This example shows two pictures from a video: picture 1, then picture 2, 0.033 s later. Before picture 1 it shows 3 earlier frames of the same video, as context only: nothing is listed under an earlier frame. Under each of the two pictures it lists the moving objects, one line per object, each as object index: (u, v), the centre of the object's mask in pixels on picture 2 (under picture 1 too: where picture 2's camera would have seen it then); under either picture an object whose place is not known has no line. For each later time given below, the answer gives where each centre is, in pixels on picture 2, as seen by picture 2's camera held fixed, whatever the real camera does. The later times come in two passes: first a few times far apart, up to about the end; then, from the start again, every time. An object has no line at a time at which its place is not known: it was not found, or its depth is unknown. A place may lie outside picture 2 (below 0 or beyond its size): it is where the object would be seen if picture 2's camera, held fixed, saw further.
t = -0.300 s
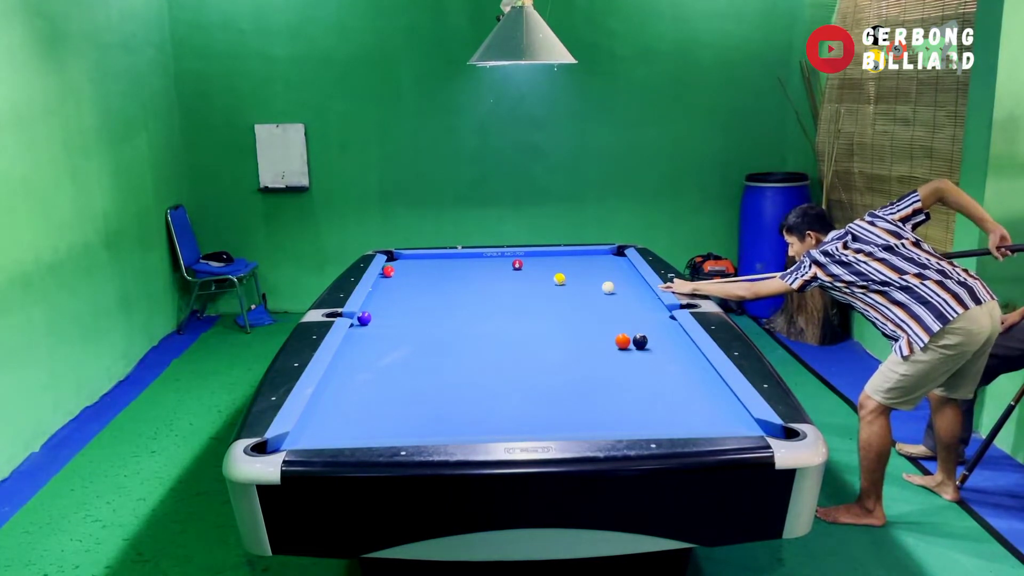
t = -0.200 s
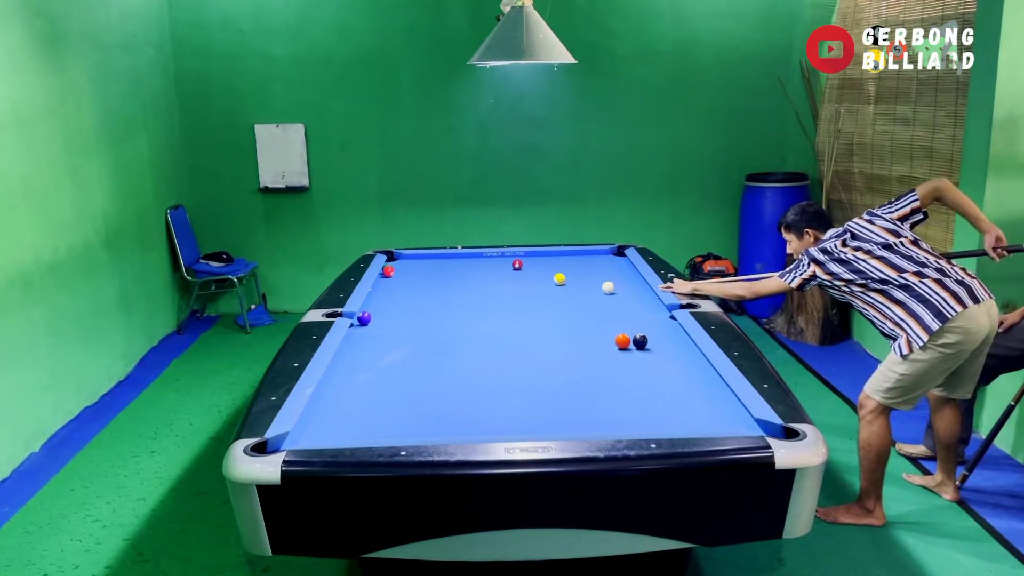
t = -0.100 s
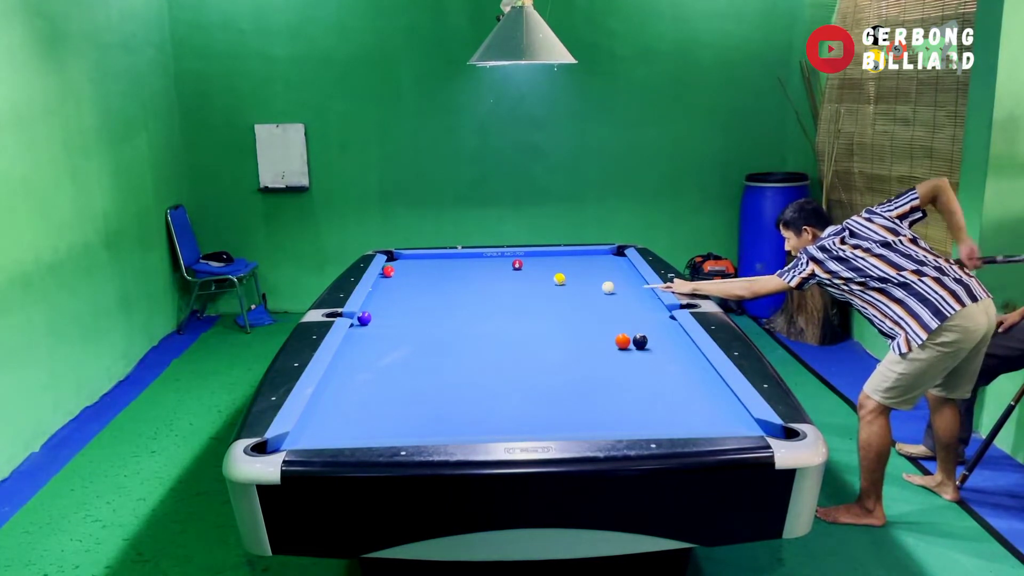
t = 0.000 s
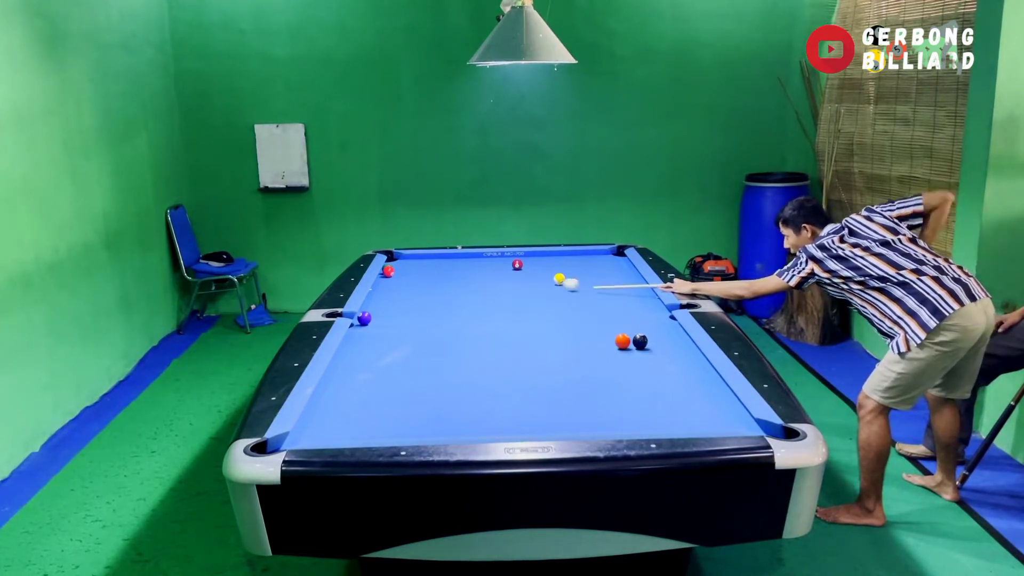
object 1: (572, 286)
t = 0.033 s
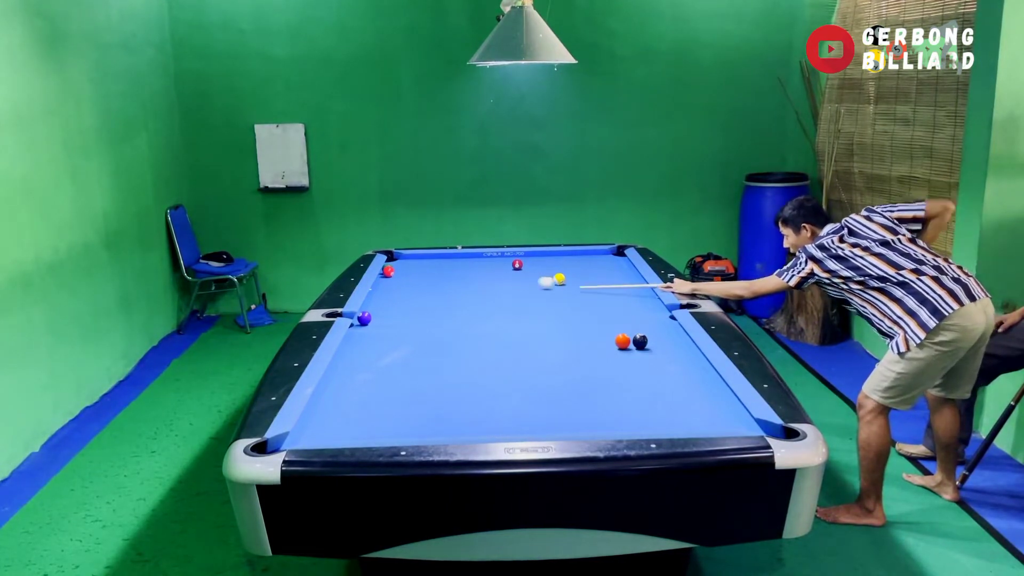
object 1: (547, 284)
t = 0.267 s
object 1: (403, 274)
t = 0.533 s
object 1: (402, 278)
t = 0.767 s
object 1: (425, 281)
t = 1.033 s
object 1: (449, 285)
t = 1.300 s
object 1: (474, 289)
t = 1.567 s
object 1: (497, 293)
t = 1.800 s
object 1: (518, 296)
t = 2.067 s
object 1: (542, 299)
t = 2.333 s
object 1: (564, 303)
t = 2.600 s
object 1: (587, 306)
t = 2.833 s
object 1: (605, 309)
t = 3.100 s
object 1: (626, 312)
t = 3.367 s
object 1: (646, 315)
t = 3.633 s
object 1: (665, 318)
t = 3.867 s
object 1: (663, 320)
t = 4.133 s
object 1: (656, 322)
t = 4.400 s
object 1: (650, 323)
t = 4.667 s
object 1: (645, 324)
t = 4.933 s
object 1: (642, 325)
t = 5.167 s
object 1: (639, 325)
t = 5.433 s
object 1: (637, 325)
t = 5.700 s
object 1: (637, 325)
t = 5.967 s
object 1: (637, 326)
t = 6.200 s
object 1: (637, 326)
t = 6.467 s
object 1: (637, 326)
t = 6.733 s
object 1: (637, 326)
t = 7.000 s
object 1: (637, 325)
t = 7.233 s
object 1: (637, 325)
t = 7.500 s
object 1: (637, 325)
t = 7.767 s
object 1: (637, 326)
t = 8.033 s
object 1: (637, 326)
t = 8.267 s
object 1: (637, 326)
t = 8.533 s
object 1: (637, 326)
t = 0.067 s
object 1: (522, 281)
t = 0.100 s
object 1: (500, 280)
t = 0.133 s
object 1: (478, 279)
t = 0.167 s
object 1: (458, 277)
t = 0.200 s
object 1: (439, 276)
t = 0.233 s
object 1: (420, 275)
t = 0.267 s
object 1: (403, 274)
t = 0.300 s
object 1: (393, 274)
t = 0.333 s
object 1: (386, 275)
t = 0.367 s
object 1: (384, 276)
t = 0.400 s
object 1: (389, 276)
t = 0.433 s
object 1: (393, 277)
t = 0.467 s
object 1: (396, 278)
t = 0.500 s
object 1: (399, 278)
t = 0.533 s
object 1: (402, 278)
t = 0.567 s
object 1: (406, 279)
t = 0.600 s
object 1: (409, 279)
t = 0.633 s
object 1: (412, 280)
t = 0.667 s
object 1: (415, 280)
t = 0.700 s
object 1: (418, 281)
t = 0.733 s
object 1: (421, 281)
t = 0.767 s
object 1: (425, 281)
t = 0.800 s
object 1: (428, 282)
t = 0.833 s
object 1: (431, 283)
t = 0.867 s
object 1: (434, 283)
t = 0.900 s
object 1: (437, 284)
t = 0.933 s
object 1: (440, 284)
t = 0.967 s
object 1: (443, 284)
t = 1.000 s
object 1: (446, 285)
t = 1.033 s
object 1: (449, 285)
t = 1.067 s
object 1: (452, 286)
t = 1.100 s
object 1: (455, 286)
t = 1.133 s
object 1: (458, 286)
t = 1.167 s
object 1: (461, 287)
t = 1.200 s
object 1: (464, 287)
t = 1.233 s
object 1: (468, 288)
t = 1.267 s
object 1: (471, 288)
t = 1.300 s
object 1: (474, 289)
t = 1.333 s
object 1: (477, 289)
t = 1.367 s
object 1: (480, 290)
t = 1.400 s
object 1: (482, 290)
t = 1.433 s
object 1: (486, 291)
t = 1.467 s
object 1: (488, 291)
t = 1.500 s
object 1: (492, 292)
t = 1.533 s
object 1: (494, 292)
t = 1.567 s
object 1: (497, 293)
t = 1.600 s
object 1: (501, 293)
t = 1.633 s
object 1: (503, 293)
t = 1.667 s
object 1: (507, 294)
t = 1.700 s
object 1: (509, 294)
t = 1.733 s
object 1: (512, 295)
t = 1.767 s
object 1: (515, 295)
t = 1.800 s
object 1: (518, 296)
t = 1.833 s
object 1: (521, 296)
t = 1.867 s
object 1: (524, 297)
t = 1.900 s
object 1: (527, 297)
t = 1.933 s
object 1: (530, 298)
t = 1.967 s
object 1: (533, 298)
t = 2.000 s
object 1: (536, 298)
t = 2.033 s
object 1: (539, 299)
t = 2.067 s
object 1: (542, 299)
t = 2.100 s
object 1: (544, 300)
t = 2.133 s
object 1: (547, 300)
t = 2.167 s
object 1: (550, 301)
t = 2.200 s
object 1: (553, 301)
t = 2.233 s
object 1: (556, 302)
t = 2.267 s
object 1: (559, 302)
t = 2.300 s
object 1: (561, 302)
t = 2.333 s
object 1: (564, 303)
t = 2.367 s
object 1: (567, 303)
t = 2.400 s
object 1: (570, 304)
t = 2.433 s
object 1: (573, 304)
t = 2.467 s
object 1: (576, 305)
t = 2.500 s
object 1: (578, 305)
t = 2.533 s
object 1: (581, 305)
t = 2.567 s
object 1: (584, 306)
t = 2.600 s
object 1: (587, 306)
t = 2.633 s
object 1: (590, 307)
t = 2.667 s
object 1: (592, 307)
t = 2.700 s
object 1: (595, 307)
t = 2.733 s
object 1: (597, 308)
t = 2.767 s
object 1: (600, 308)
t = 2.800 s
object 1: (603, 308)
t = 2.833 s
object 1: (605, 309)
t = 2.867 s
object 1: (608, 309)
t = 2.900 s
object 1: (611, 310)
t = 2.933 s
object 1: (613, 310)
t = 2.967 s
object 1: (616, 311)
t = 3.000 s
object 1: (619, 311)
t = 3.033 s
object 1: (621, 311)
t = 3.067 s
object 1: (624, 312)
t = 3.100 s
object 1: (626, 312)
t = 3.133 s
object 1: (629, 313)
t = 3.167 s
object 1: (632, 313)
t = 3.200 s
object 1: (634, 313)
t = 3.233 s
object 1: (637, 314)
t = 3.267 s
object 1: (639, 314)
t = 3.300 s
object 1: (641, 315)
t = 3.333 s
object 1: (644, 315)
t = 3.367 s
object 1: (646, 315)
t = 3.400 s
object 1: (649, 316)
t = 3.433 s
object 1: (651, 316)
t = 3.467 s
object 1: (653, 316)
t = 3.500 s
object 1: (655, 317)
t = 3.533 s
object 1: (658, 317)
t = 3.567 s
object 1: (660, 317)
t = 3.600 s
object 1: (663, 318)
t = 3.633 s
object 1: (665, 318)
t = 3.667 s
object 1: (667, 319)
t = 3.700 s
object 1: (667, 319)
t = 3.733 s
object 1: (666, 319)
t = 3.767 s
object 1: (665, 319)
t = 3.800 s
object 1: (664, 319)
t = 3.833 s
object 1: (663, 320)
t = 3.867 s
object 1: (663, 320)
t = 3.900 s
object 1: (662, 320)
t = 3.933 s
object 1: (661, 320)
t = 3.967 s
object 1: (660, 321)
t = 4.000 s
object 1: (659, 321)
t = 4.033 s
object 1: (658, 321)
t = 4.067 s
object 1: (658, 321)
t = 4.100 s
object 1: (657, 321)
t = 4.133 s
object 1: (656, 322)
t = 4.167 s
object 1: (655, 322)
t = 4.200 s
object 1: (655, 322)
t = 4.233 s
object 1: (654, 322)
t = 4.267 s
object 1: (653, 322)
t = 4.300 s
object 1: (653, 322)
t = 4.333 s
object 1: (652, 323)
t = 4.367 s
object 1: (651, 323)
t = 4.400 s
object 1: (650, 323)
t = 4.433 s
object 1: (650, 323)
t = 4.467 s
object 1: (649, 323)
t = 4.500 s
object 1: (649, 323)
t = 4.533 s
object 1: (648, 323)
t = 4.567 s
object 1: (647, 324)
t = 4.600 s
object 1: (647, 324)
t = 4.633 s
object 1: (646, 324)
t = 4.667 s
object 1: (645, 324)
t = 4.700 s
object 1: (645, 324)
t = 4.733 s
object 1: (644, 324)
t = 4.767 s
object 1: (644, 324)
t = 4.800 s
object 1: (644, 324)
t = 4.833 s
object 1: (643, 324)
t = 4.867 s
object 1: (643, 325)
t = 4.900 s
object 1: (642, 325)
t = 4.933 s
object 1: (642, 325)
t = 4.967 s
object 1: (641, 325)
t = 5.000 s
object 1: (641, 325)
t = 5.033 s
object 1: (640, 325)
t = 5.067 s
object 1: (640, 325)
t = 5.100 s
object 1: (640, 325)
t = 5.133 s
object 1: (640, 325)
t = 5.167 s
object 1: (639, 325)
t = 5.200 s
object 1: (639, 325)
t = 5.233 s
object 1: (638, 325)
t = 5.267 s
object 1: (638, 325)
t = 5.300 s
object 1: (638, 325)
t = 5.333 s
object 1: (638, 325)
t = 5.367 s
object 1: (638, 325)
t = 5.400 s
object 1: (637, 325)
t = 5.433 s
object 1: (637, 325)
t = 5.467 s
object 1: (637, 325)
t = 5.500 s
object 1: (637, 325)
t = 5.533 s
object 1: (637, 325)
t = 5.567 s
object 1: (637, 325)
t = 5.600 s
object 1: (637, 325)
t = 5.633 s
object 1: (637, 325)
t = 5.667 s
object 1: (637, 325)
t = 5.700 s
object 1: (637, 325)
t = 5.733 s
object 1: (637, 325)
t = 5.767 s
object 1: (637, 326)
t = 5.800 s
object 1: (637, 326)
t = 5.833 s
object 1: (637, 326)
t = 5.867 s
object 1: (637, 326)
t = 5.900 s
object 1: (637, 326)
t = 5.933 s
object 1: (637, 326)
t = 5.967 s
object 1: (637, 326)
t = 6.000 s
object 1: (637, 326)
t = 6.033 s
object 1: (637, 326)
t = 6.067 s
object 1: (637, 326)
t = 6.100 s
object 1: (637, 326)
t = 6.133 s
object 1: (637, 326)
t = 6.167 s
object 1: (637, 326)
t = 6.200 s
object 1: (637, 326)
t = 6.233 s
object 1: (637, 325)
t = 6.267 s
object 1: (637, 325)
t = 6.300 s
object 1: (637, 325)
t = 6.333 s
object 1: (637, 325)
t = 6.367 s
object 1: (637, 325)
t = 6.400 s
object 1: (637, 326)
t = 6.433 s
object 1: (637, 325)
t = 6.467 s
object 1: (637, 326)
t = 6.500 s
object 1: (637, 326)
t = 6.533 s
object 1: (637, 325)
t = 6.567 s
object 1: (637, 325)
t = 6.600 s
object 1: (637, 325)
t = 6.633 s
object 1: (637, 326)
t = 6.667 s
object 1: (637, 326)
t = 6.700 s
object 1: (637, 325)
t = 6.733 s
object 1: (637, 326)
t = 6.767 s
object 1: (637, 325)
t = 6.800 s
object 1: (637, 326)
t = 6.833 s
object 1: (637, 326)
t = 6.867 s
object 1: (637, 325)
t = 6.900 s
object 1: (637, 326)
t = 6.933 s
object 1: (637, 325)
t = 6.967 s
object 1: (637, 325)
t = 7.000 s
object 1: (637, 325)
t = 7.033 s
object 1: (637, 325)
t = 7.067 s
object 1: (637, 325)
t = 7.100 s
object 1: (637, 325)
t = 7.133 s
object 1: (637, 325)
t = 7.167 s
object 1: (637, 325)
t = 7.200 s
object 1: (637, 325)
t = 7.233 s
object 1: (637, 325)
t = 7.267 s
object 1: (637, 325)
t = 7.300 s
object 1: (637, 325)
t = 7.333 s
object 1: (637, 325)
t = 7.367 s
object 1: (637, 325)
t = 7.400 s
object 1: (637, 325)
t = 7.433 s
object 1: (637, 325)
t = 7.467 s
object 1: (637, 325)
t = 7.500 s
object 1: (637, 325)
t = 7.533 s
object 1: (637, 326)
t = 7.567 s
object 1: (637, 326)
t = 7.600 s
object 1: (637, 326)
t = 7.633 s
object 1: (637, 326)
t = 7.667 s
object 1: (637, 326)
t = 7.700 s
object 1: (637, 326)
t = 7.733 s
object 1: (637, 326)
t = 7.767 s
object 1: (637, 326)
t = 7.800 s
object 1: (637, 326)
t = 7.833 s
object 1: (637, 326)
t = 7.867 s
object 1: (637, 326)
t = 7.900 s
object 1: (637, 326)
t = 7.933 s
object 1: (637, 326)
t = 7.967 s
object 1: (637, 326)
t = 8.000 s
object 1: (637, 326)
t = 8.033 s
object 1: (637, 326)
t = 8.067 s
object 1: (637, 326)
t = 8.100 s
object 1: (637, 326)
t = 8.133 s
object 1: (637, 326)
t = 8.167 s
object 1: (637, 326)
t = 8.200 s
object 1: (637, 326)
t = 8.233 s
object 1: (637, 326)
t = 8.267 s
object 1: (637, 326)
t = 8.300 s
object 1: (637, 326)
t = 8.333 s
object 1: (637, 326)
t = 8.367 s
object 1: (637, 326)
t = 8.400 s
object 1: (637, 326)
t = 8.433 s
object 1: (637, 326)
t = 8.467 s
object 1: (637, 326)
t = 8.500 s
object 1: (637, 326)
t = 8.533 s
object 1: (637, 326)
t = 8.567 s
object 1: (637, 326)
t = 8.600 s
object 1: (637, 326)
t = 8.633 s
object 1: (637, 326)
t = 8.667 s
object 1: (637, 326)
